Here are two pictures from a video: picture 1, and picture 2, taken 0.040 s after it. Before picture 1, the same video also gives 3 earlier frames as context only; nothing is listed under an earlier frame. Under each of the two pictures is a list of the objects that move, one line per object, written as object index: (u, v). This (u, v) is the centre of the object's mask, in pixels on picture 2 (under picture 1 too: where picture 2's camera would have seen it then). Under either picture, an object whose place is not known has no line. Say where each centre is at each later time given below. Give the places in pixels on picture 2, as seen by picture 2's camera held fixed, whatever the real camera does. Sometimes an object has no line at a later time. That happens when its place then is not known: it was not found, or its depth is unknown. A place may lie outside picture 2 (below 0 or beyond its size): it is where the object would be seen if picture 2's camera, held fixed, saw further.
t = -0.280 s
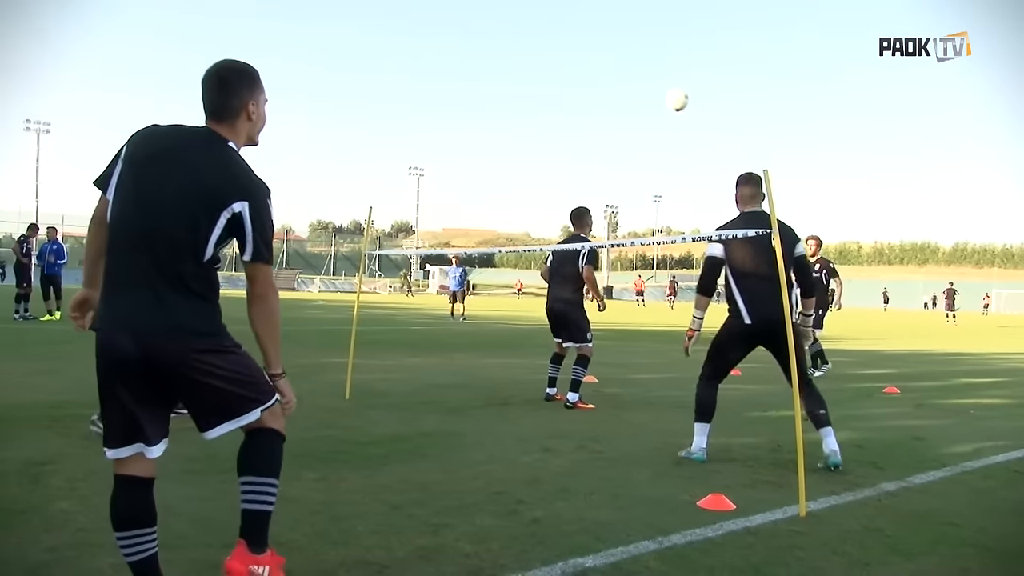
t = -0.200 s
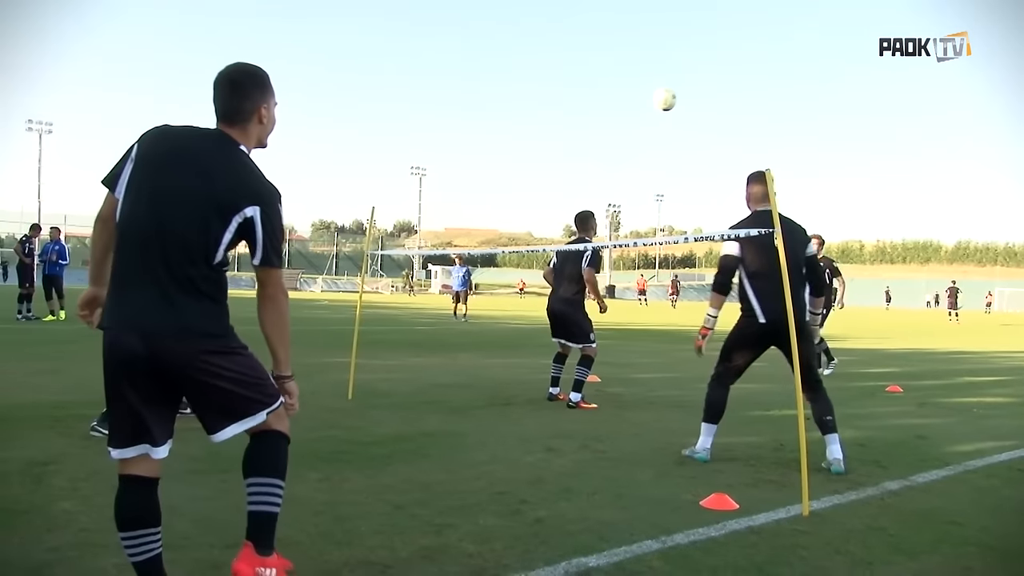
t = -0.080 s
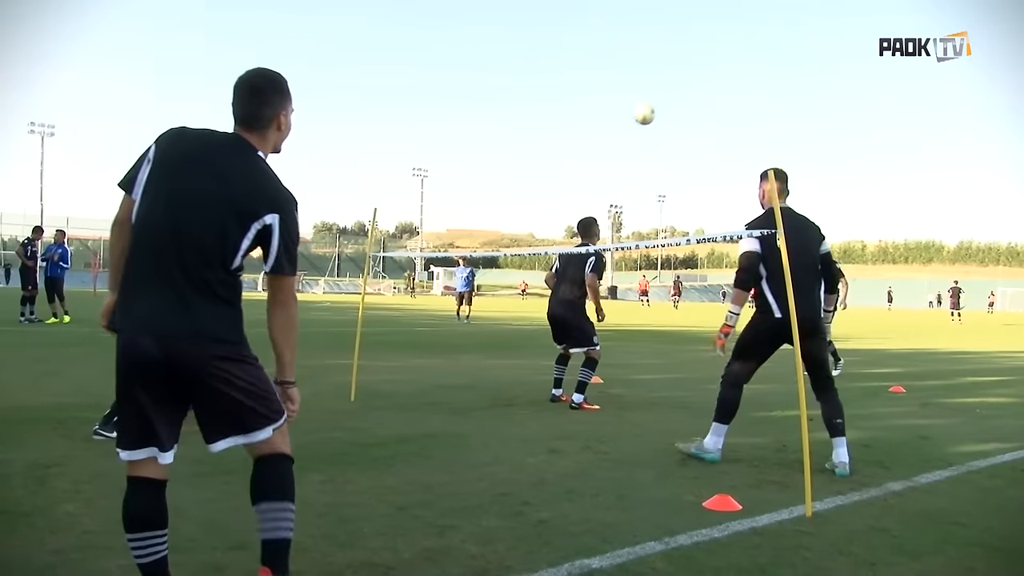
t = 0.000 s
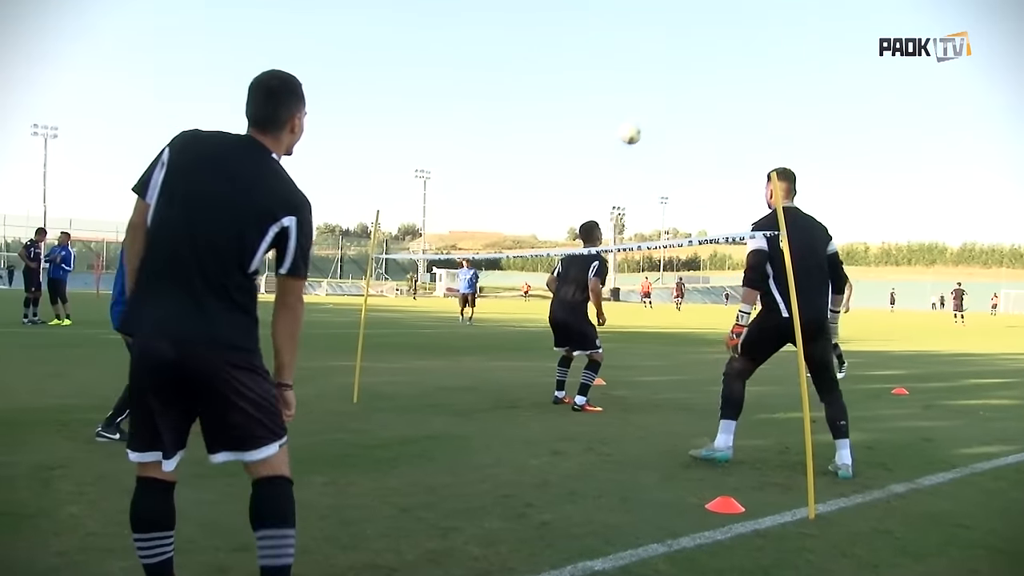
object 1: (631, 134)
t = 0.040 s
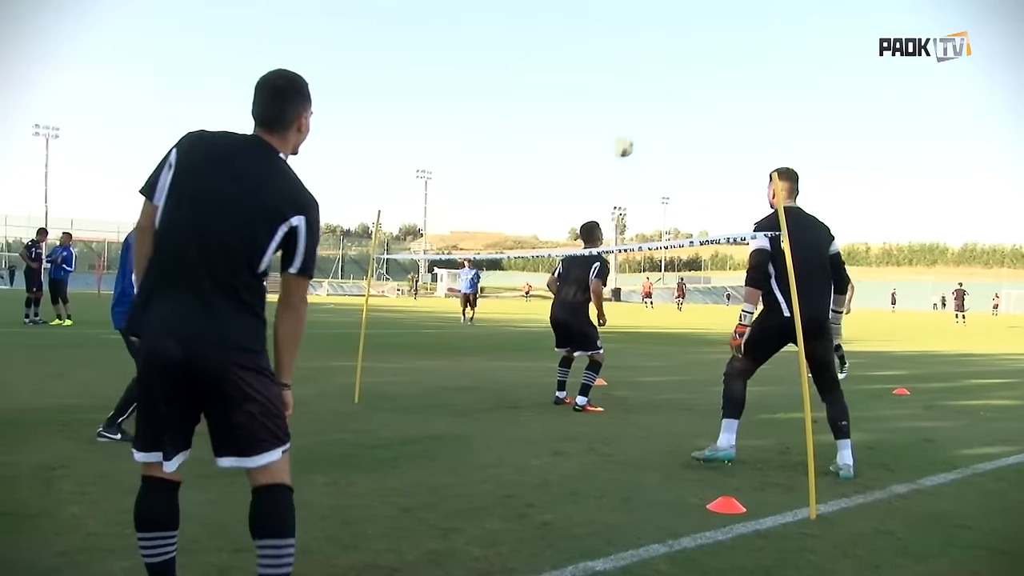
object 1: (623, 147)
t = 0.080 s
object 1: (615, 161)
